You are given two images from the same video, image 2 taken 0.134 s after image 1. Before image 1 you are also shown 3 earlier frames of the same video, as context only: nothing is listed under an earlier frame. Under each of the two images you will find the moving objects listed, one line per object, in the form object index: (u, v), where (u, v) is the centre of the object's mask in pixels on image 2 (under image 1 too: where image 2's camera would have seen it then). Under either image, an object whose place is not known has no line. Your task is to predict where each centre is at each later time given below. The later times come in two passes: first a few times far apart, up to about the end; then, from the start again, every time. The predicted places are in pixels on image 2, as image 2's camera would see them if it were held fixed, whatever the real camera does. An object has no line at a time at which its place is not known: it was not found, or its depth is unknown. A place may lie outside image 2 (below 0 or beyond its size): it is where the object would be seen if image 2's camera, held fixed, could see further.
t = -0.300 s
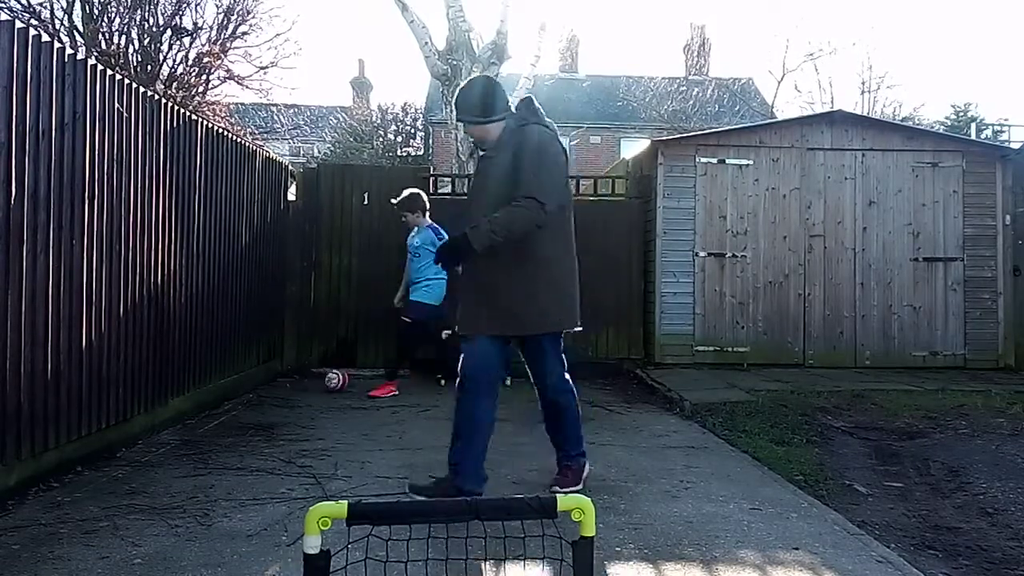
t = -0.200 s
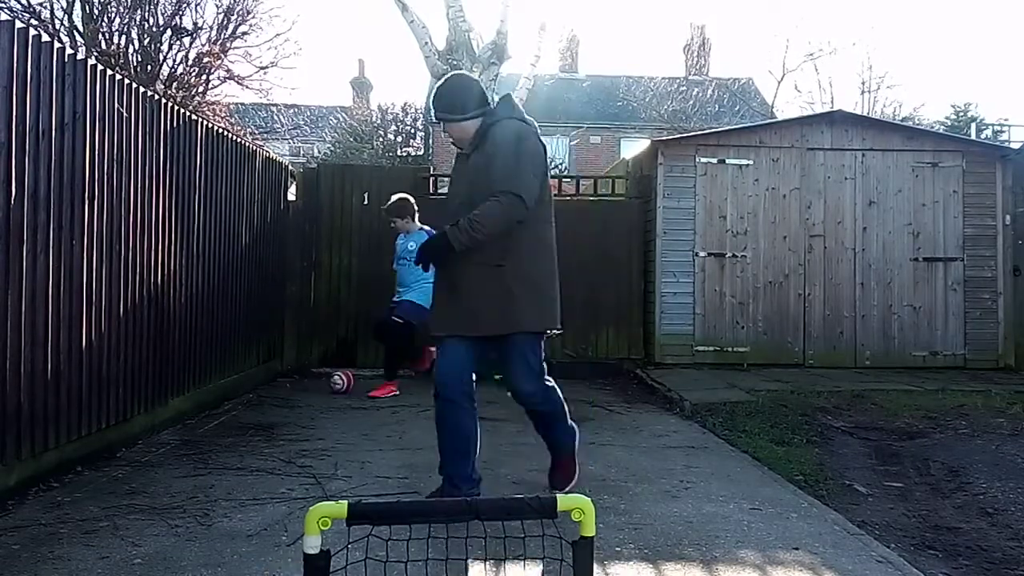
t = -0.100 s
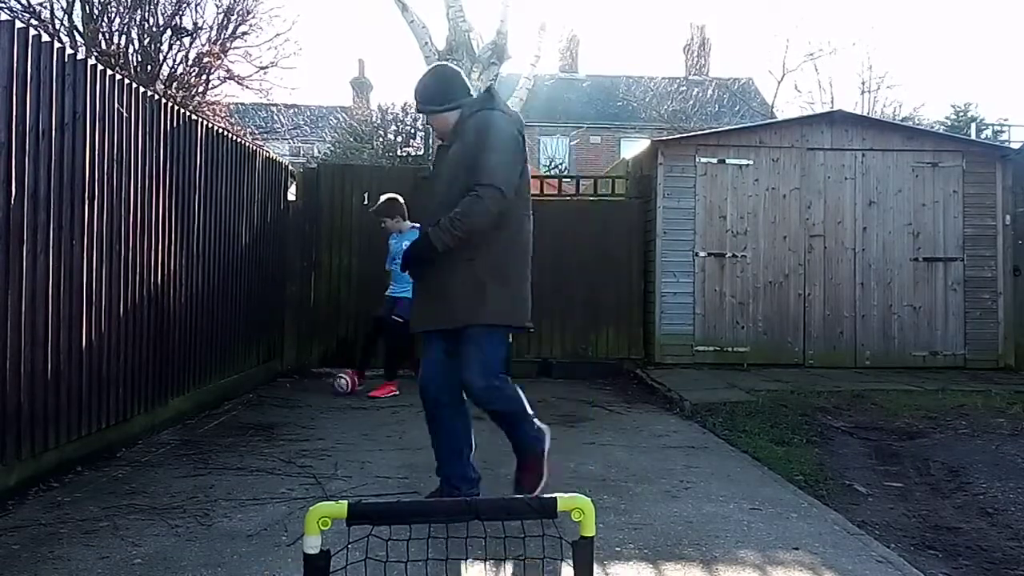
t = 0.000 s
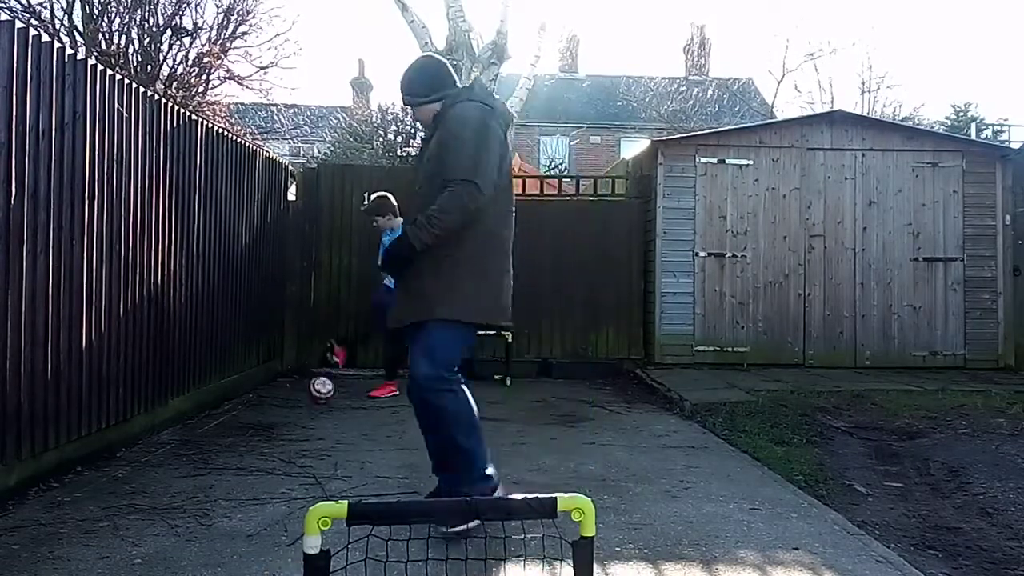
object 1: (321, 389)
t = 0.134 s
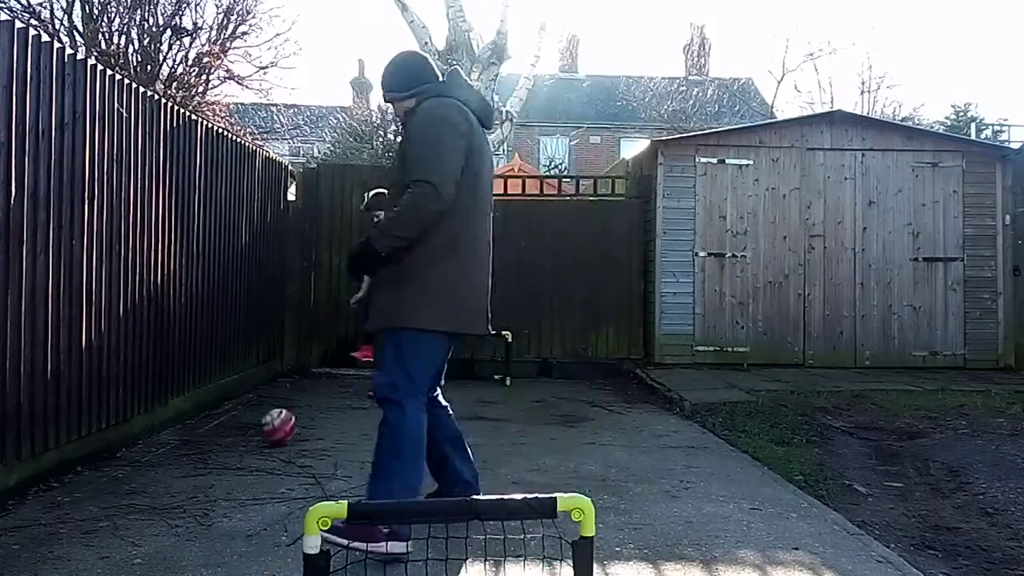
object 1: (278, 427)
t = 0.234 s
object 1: (246, 448)
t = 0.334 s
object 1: (205, 483)
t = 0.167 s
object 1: (268, 430)
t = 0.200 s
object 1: (257, 437)
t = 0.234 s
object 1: (246, 448)
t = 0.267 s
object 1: (231, 464)
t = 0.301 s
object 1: (218, 475)
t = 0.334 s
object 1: (205, 483)
